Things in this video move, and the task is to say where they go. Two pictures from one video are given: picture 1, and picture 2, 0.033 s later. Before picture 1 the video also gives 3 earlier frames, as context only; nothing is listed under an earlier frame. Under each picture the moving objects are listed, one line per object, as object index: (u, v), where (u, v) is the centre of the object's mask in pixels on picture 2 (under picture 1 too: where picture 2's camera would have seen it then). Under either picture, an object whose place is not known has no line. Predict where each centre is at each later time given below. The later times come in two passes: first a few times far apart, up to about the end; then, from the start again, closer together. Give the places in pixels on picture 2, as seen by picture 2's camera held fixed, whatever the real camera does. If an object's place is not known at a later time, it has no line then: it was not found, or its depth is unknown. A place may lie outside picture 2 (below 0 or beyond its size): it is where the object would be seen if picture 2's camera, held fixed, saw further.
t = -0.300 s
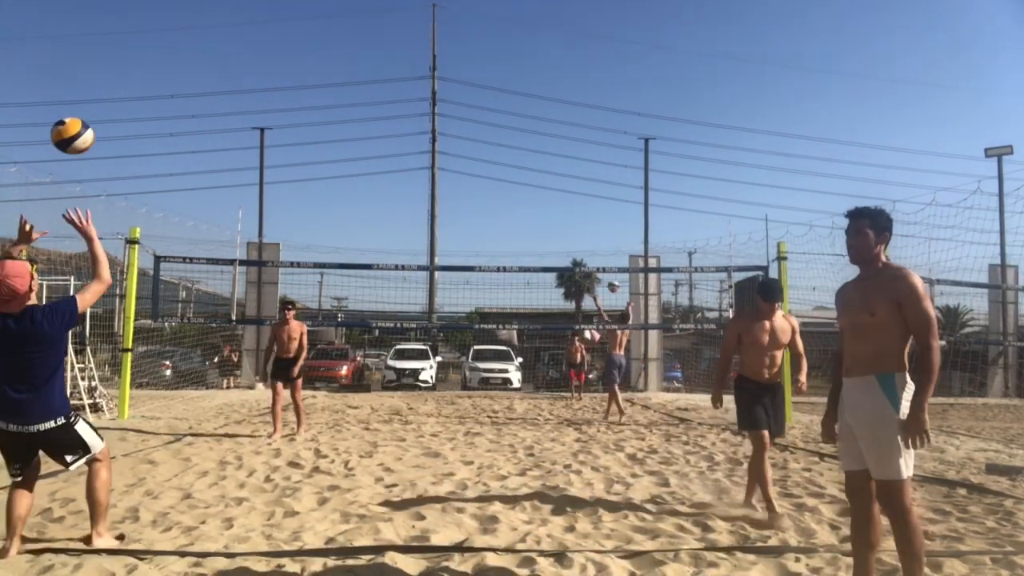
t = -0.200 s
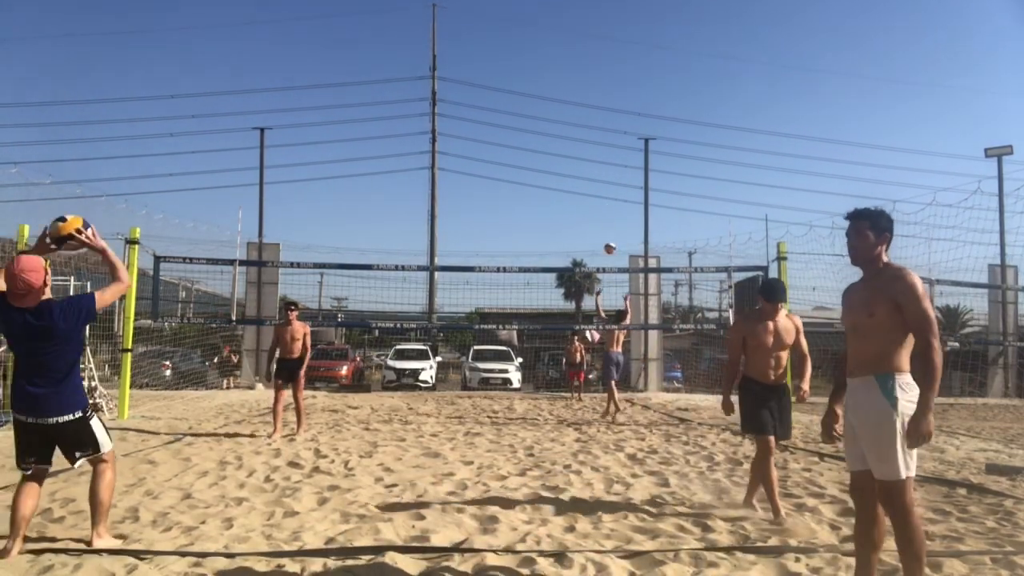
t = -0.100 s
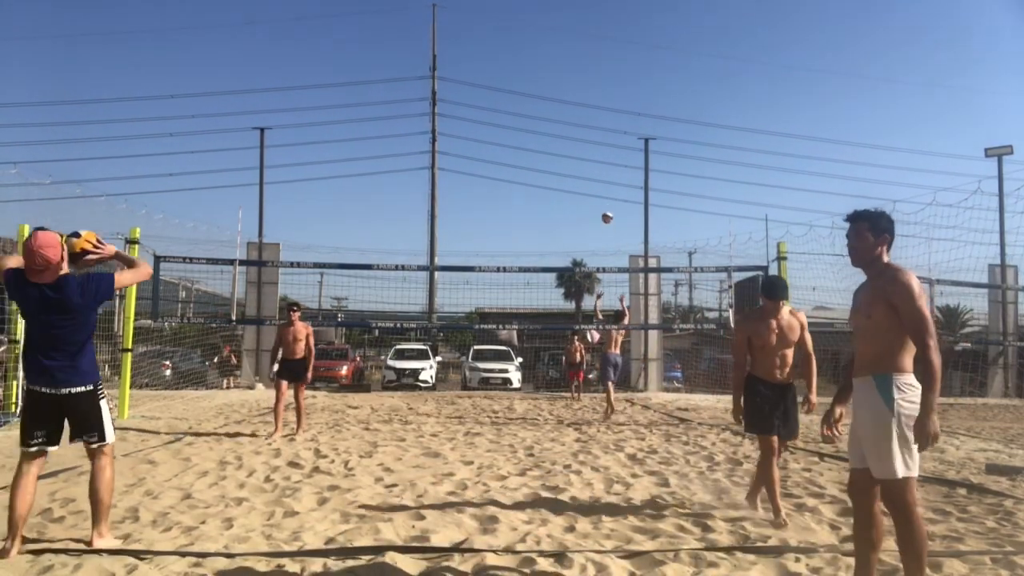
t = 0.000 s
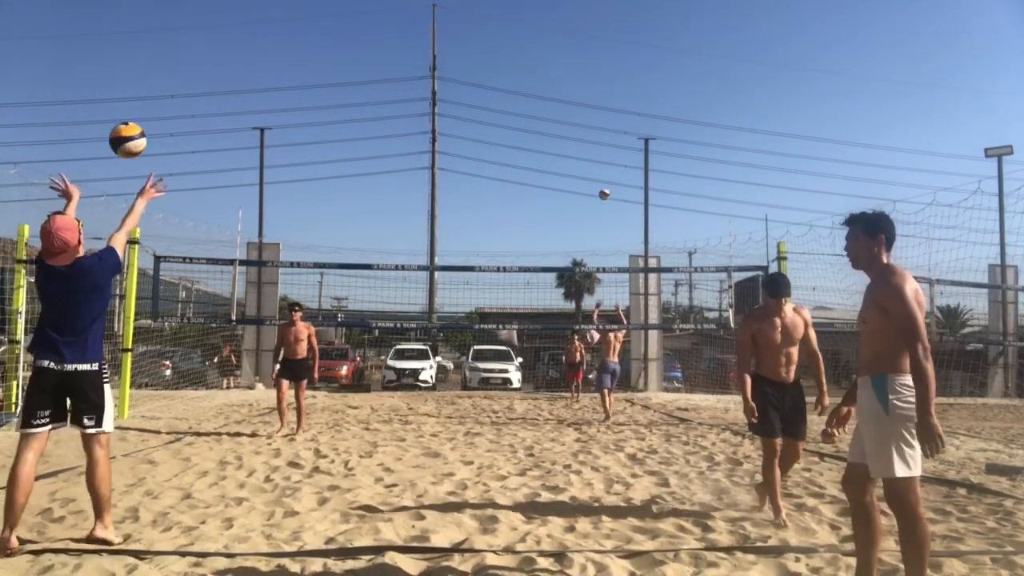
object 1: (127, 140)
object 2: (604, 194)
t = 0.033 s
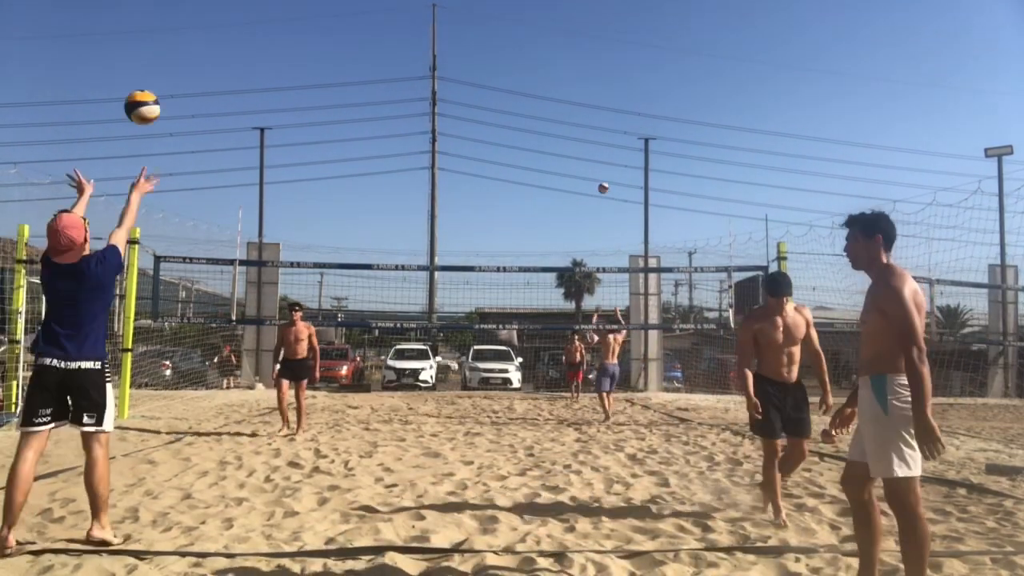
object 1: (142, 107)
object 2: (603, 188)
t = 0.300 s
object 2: (596, 160)
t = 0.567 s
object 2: (589, 166)
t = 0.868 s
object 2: (582, 206)
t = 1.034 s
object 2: (578, 241)
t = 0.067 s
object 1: (155, 78)
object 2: (602, 183)
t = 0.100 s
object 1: (167, 53)
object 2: (601, 178)
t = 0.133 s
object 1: (177, 31)
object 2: (600, 173)
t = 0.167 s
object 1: (188, 13)
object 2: (599, 169)
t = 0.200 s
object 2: (599, 166)
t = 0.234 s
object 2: (598, 163)
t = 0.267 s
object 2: (597, 161)
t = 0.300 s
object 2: (596, 160)
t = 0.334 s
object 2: (595, 159)
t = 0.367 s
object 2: (595, 159)
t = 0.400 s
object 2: (594, 158)
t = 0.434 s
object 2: (593, 159)
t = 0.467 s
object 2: (592, 160)
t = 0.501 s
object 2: (591, 161)
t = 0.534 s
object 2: (590, 163)
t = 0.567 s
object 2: (589, 166)
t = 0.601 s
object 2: (588, 169)
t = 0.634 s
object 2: (588, 172)
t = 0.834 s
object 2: (582, 200)
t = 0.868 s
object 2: (582, 206)
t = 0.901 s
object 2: (581, 213)
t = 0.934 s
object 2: (580, 219)
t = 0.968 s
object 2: (579, 226)
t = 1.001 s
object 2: (579, 234)
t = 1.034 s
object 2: (578, 241)
